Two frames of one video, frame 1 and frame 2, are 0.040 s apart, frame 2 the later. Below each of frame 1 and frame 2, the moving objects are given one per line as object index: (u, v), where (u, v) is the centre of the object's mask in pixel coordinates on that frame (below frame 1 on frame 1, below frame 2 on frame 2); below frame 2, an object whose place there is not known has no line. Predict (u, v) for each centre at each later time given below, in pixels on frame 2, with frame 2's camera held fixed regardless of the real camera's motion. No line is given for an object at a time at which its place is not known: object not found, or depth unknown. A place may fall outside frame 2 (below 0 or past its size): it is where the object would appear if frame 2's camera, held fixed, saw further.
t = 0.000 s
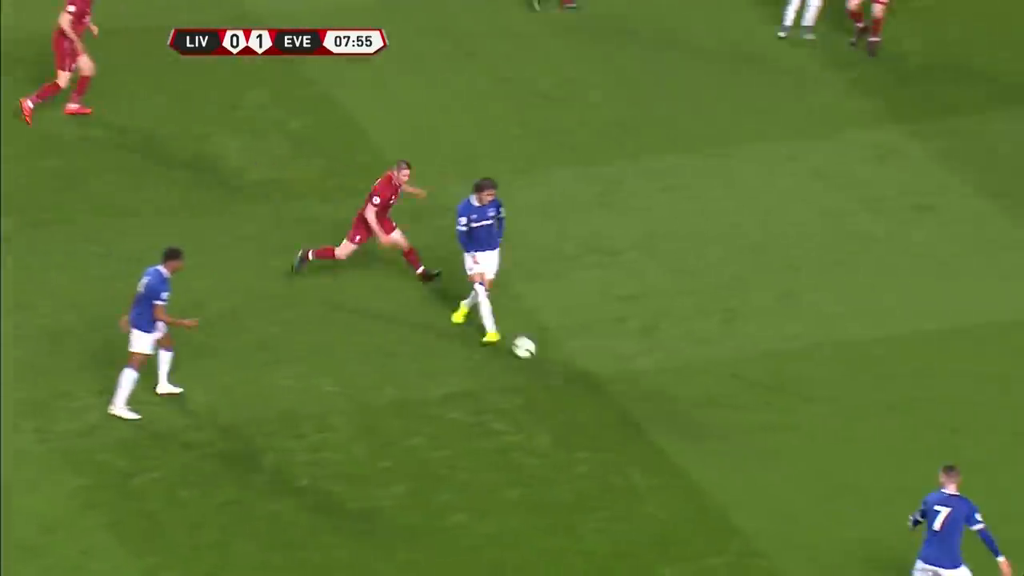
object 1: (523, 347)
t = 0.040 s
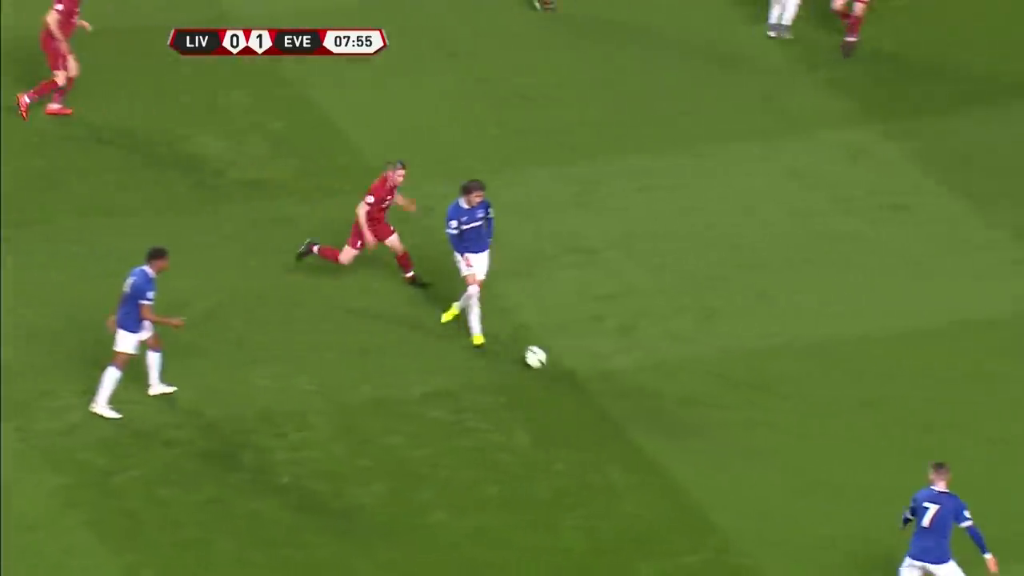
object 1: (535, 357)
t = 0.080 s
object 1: (566, 368)
